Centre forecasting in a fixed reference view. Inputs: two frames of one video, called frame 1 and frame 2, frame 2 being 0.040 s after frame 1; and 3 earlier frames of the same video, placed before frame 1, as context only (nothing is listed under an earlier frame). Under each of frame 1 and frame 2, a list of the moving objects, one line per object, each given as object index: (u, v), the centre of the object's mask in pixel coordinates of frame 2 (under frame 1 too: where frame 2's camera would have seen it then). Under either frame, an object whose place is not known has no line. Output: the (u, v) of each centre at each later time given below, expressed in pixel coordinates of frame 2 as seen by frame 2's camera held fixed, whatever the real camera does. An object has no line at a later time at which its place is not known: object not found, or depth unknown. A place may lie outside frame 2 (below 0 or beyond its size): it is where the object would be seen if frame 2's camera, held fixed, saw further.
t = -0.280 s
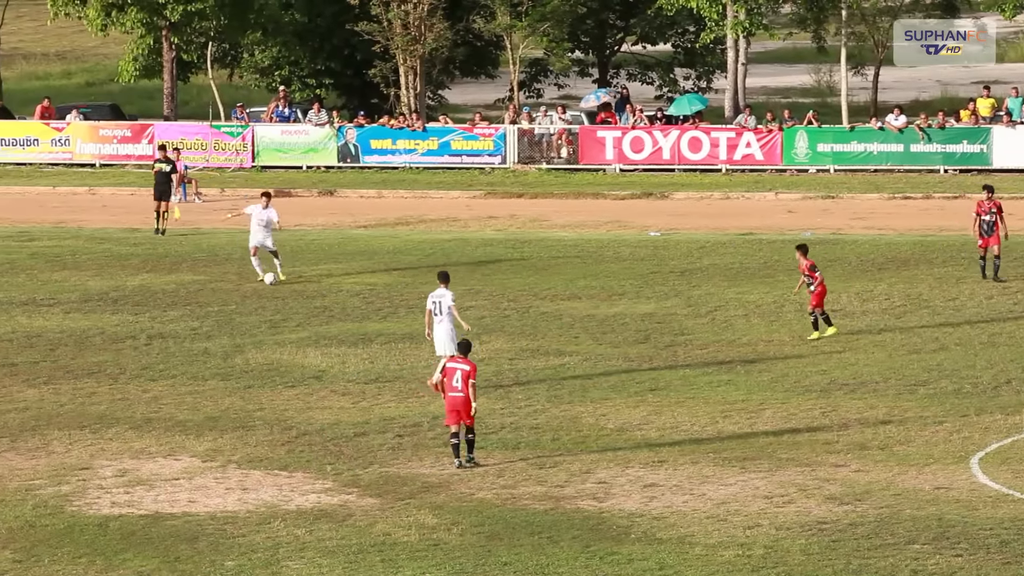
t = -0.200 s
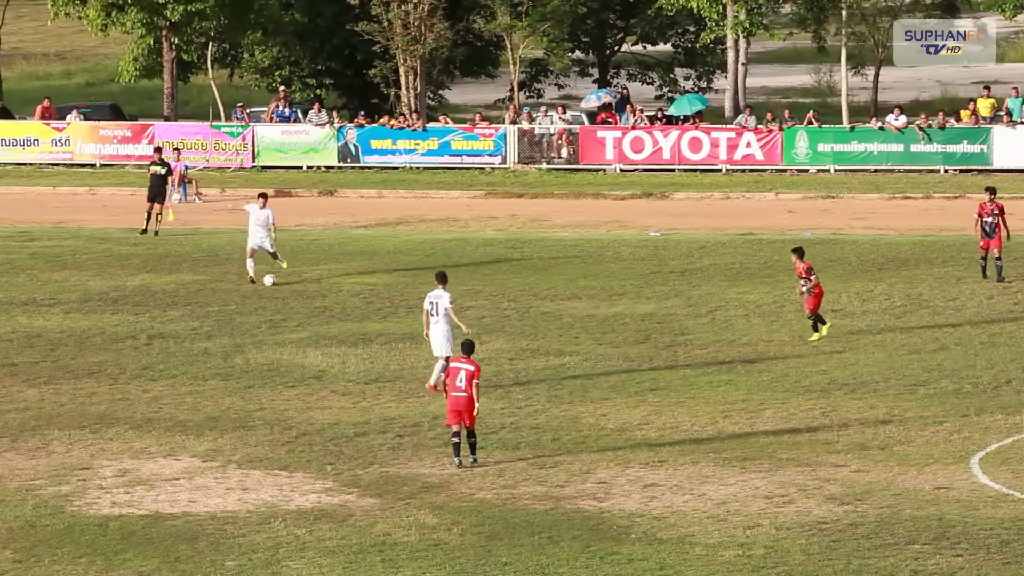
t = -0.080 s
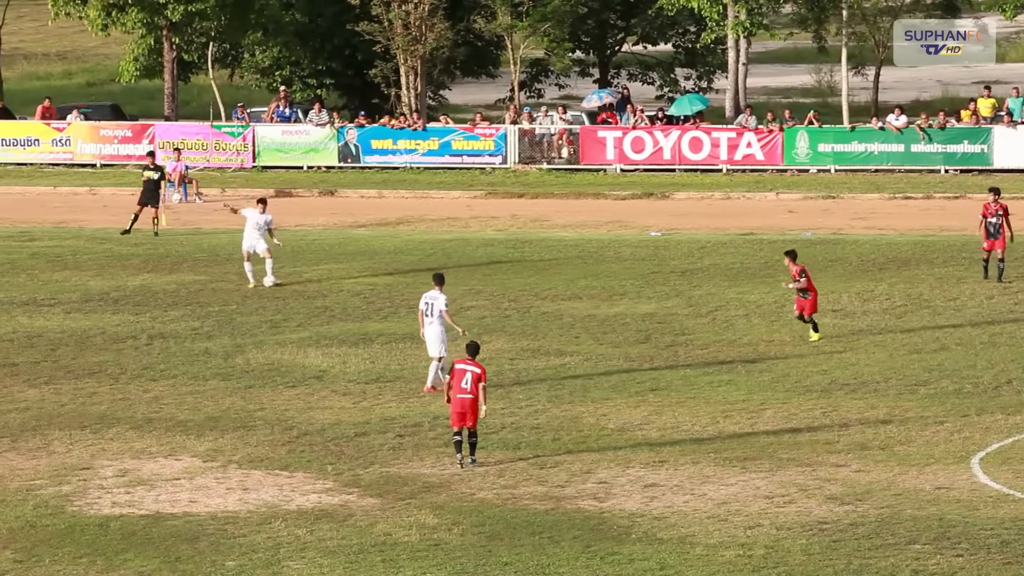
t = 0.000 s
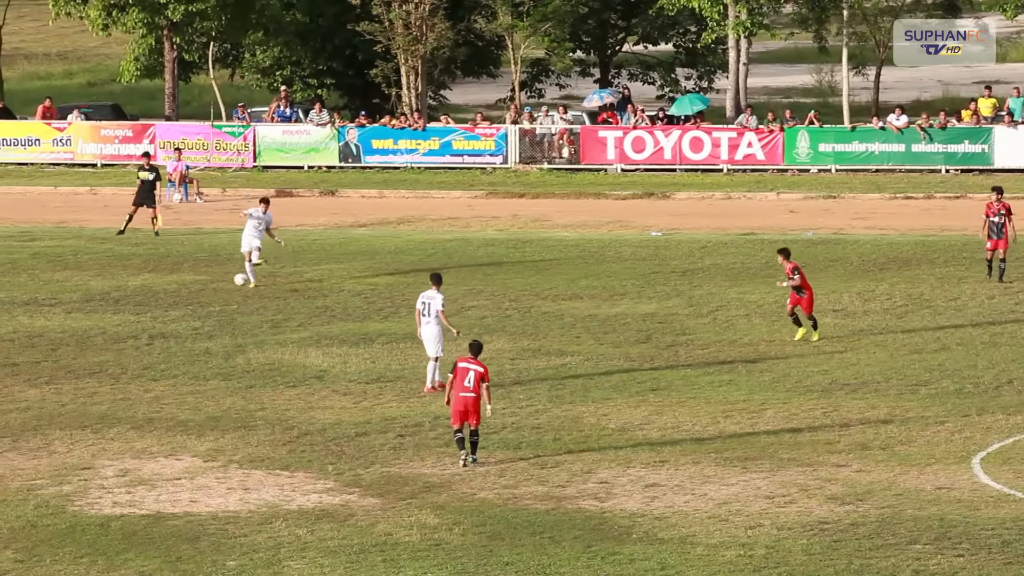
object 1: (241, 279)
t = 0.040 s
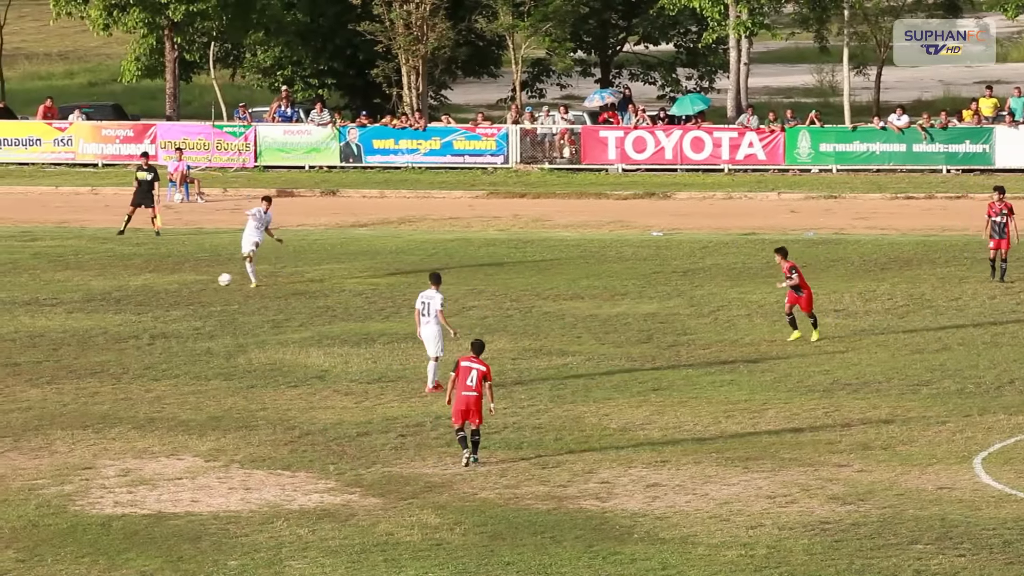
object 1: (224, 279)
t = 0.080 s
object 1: (207, 281)
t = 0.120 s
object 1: (188, 284)
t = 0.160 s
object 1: (170, 287)
